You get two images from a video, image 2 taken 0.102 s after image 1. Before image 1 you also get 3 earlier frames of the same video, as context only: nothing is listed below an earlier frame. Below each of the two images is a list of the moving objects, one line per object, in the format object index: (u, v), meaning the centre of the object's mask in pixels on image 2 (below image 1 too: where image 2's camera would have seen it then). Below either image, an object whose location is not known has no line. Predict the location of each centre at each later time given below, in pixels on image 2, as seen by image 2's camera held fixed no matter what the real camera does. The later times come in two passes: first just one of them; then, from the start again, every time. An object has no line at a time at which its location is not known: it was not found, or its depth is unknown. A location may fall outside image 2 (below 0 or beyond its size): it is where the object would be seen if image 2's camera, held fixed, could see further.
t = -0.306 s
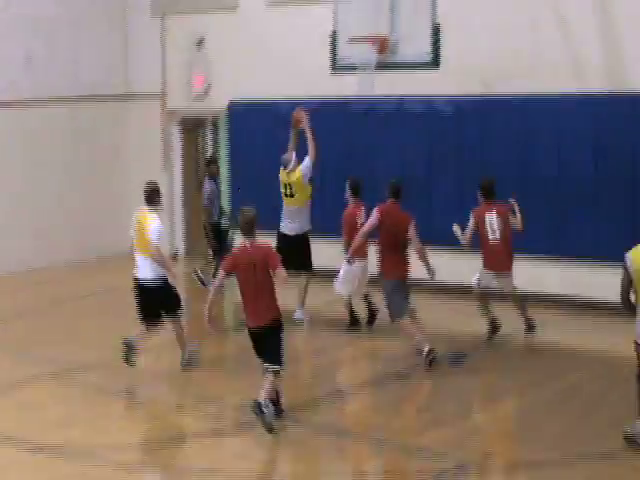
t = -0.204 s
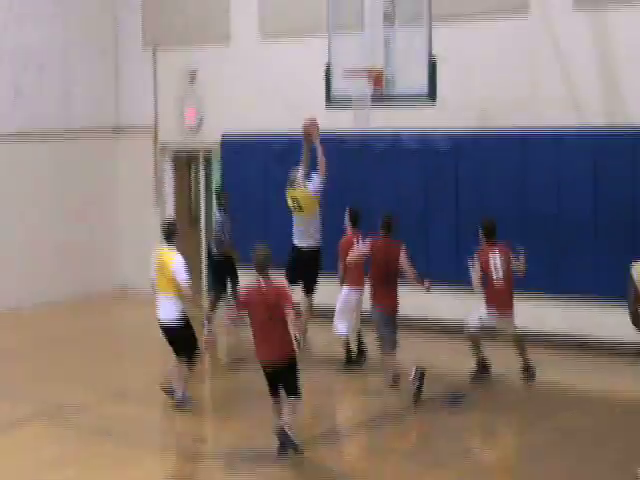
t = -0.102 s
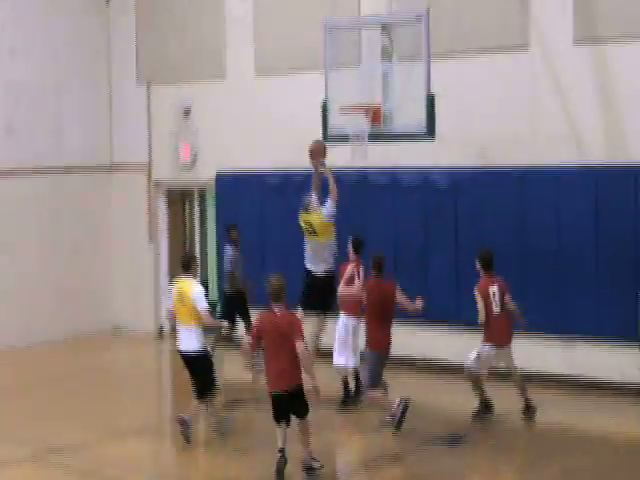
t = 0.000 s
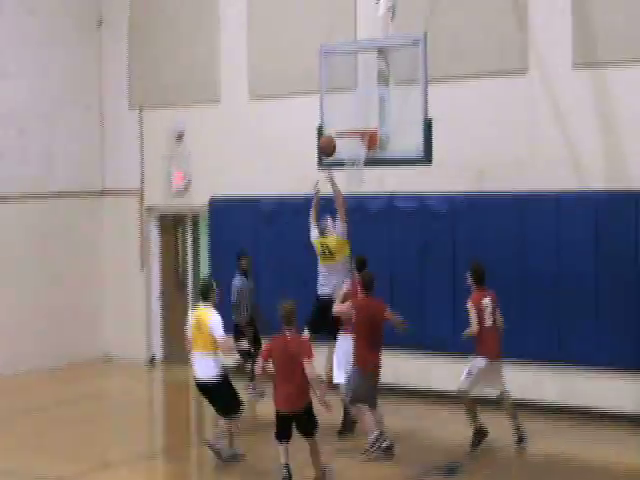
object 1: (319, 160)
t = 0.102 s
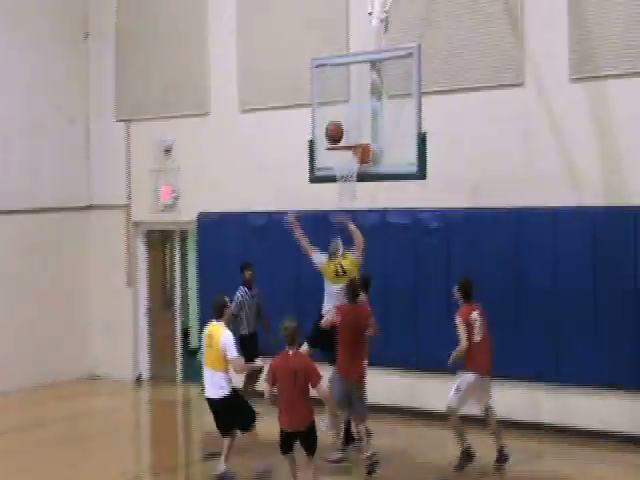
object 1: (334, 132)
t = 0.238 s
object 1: (338, 122)
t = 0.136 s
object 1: (339, 125)
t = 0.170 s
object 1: (340, 123)
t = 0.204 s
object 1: (338, 122)
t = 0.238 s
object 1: (338, 122)
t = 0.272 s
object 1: (337, 123)
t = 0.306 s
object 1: (336, 127)
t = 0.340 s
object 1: (334, 130)
